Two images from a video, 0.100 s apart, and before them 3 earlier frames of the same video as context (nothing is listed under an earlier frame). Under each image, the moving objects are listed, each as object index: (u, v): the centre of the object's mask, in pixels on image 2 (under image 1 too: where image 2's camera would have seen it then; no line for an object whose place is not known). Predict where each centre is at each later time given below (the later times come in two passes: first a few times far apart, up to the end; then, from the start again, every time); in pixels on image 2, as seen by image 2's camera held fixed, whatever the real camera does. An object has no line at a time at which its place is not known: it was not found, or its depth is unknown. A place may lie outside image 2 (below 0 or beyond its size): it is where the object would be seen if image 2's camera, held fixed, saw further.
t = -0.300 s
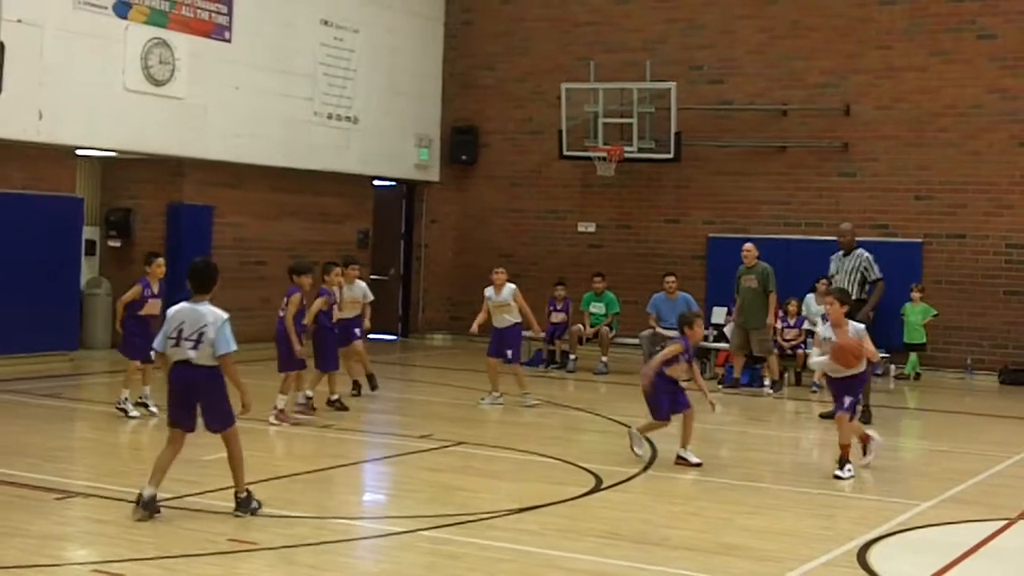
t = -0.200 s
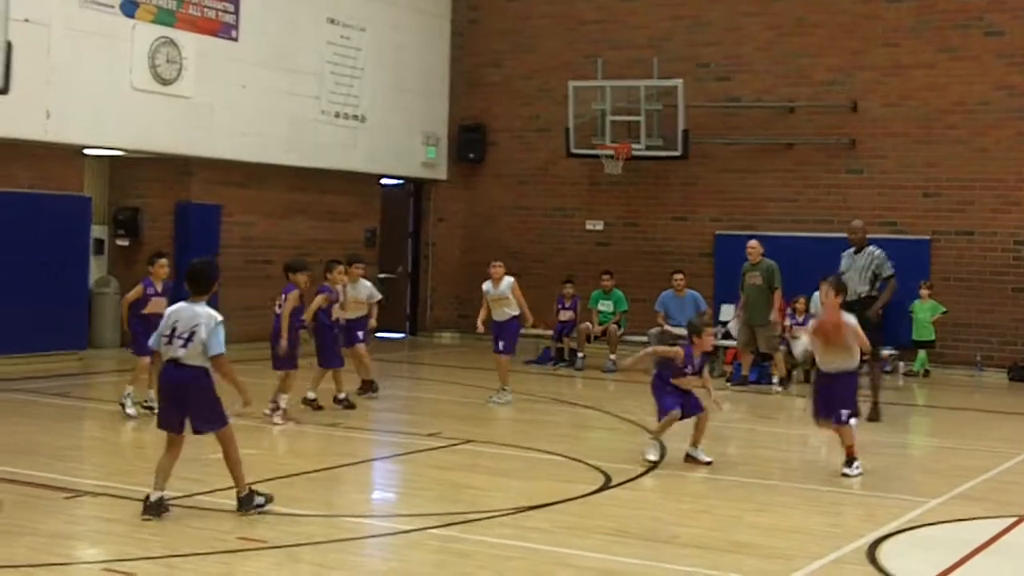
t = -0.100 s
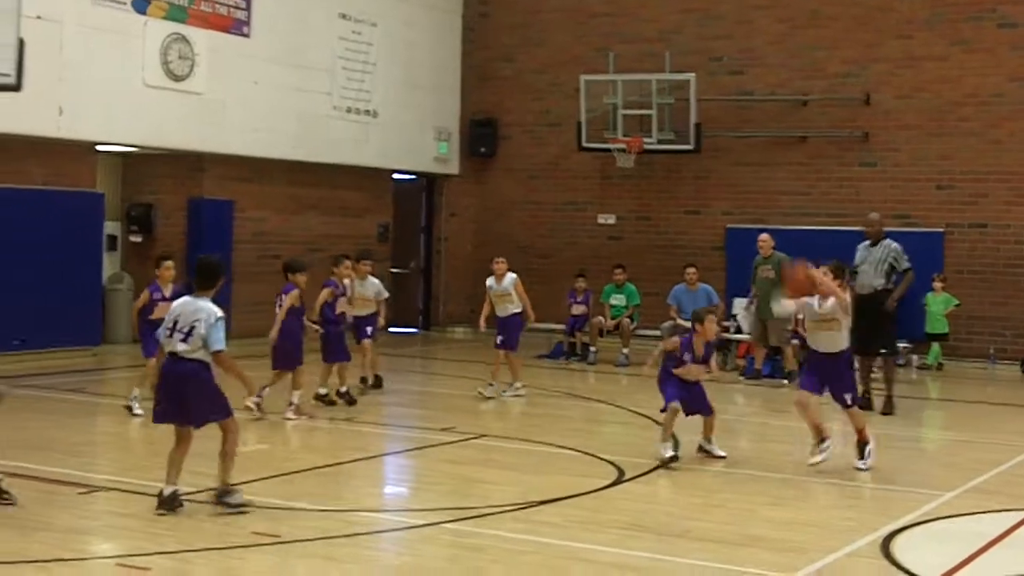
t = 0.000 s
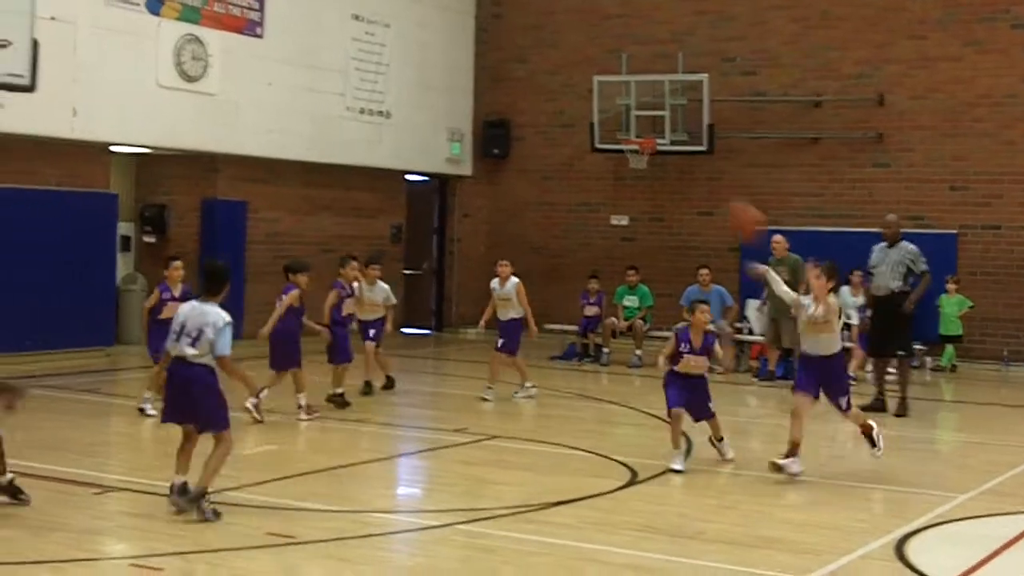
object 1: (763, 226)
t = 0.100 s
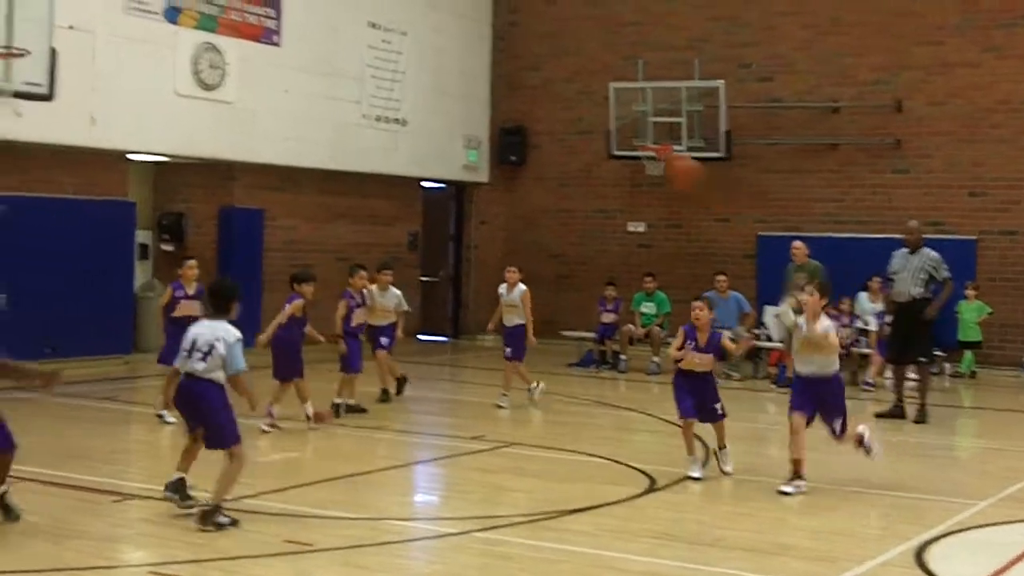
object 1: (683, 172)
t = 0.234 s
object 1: (570, 117)
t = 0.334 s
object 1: (477, 94)
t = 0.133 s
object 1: (654, 157)
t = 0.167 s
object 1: (626, 140)
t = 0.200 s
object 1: (600, 130)
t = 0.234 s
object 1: (570, 117)
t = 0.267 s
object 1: (540, 109)
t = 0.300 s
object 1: (510, 102)
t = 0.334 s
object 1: (477, 94)
